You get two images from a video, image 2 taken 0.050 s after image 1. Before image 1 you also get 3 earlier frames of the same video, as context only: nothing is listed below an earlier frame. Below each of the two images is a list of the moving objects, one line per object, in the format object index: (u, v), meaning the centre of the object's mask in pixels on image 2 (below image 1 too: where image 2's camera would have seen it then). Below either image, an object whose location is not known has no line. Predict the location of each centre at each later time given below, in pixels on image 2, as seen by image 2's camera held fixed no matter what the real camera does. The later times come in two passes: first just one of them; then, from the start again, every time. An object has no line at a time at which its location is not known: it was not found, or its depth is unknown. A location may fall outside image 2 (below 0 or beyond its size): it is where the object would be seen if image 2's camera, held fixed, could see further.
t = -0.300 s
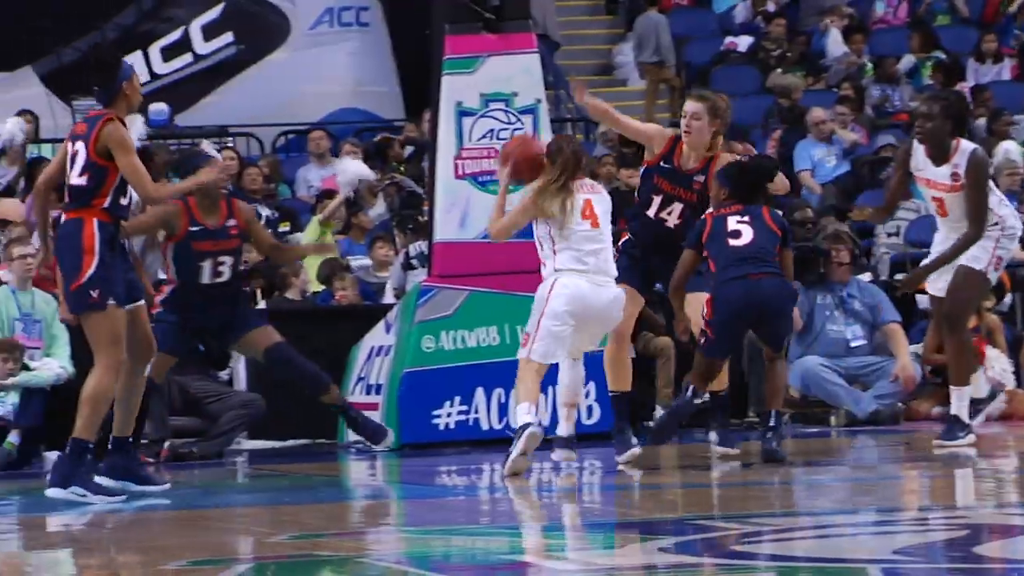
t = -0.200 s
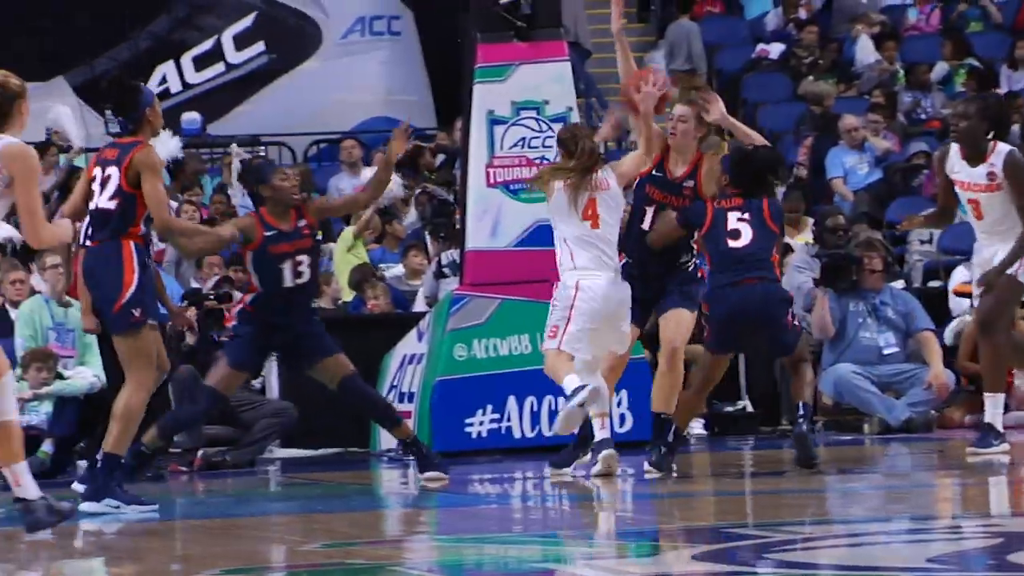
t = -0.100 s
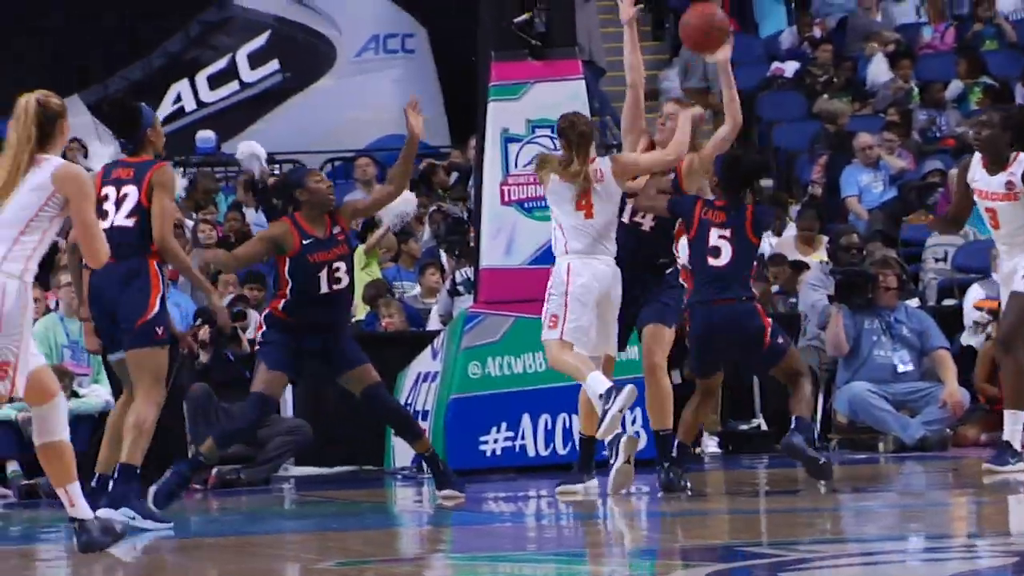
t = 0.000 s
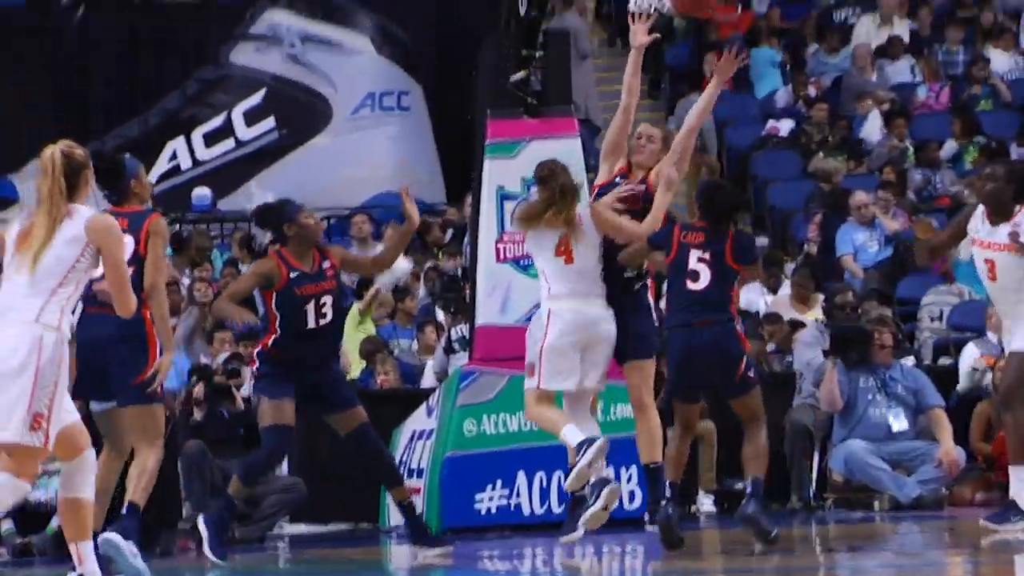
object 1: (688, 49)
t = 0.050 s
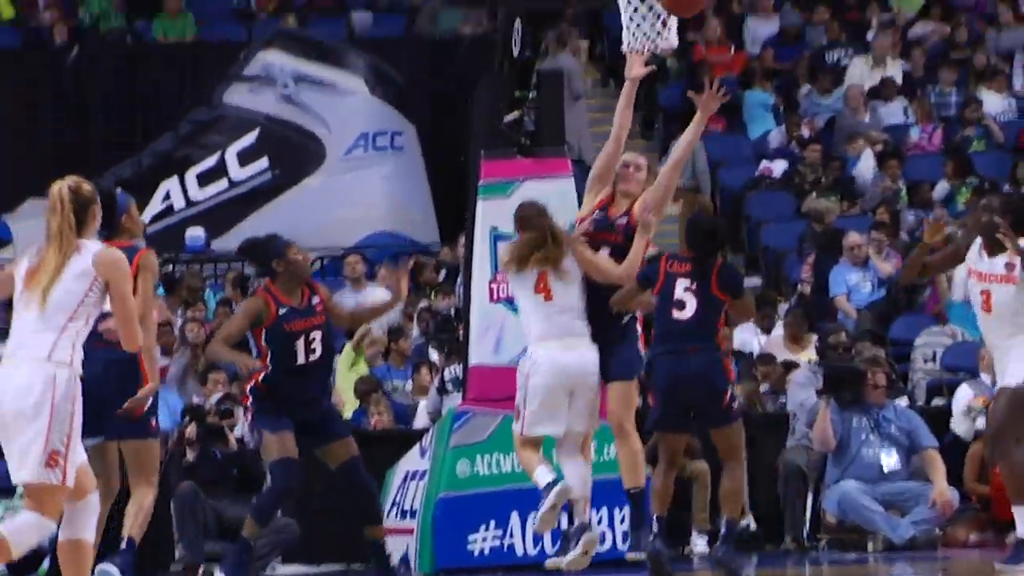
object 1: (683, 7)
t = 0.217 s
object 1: (677, -105)
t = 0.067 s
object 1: (683, -7)
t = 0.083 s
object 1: (681, -21)
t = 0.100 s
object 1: (681, -35)
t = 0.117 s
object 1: (680, -49)
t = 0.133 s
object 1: (679, -62)
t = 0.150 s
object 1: (677, -73)
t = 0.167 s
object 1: (678, -82)
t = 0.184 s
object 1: (677, -90)
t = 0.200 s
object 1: (677, -98)
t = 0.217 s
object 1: (677, -105)
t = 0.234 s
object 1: (676, -112)
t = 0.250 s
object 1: (675, -117)
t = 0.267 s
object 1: (674, -122)
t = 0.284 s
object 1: (674, -127)
